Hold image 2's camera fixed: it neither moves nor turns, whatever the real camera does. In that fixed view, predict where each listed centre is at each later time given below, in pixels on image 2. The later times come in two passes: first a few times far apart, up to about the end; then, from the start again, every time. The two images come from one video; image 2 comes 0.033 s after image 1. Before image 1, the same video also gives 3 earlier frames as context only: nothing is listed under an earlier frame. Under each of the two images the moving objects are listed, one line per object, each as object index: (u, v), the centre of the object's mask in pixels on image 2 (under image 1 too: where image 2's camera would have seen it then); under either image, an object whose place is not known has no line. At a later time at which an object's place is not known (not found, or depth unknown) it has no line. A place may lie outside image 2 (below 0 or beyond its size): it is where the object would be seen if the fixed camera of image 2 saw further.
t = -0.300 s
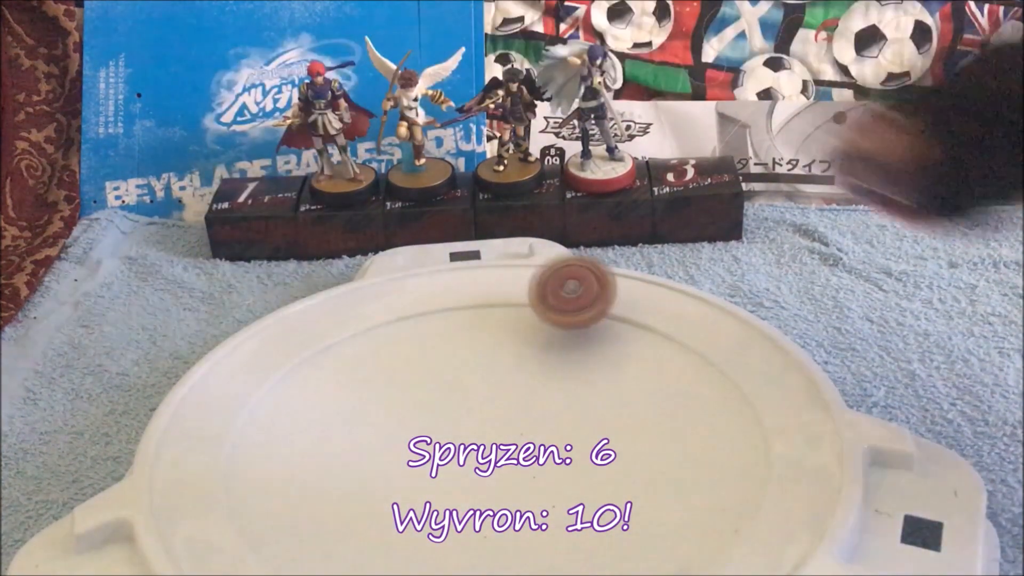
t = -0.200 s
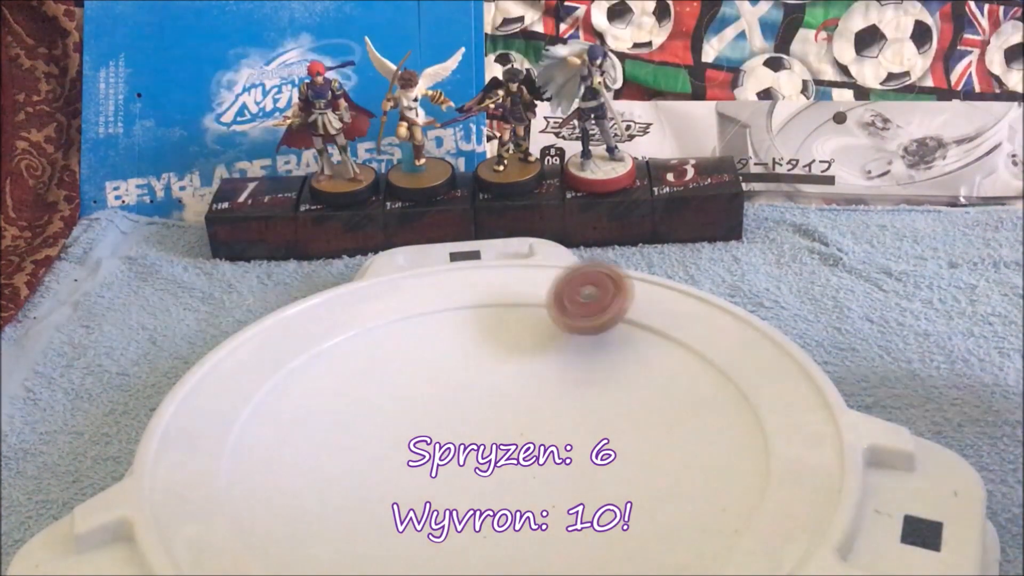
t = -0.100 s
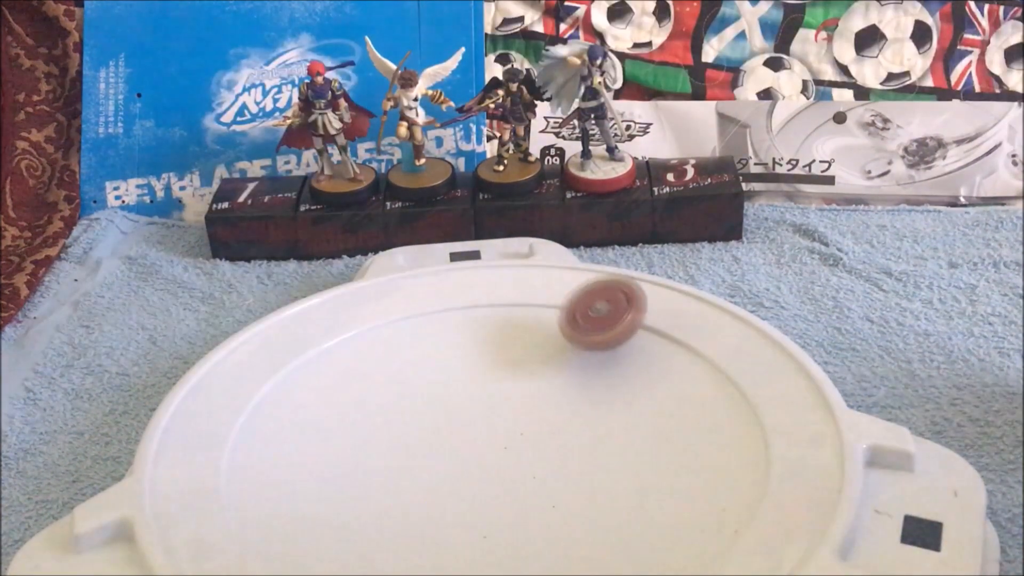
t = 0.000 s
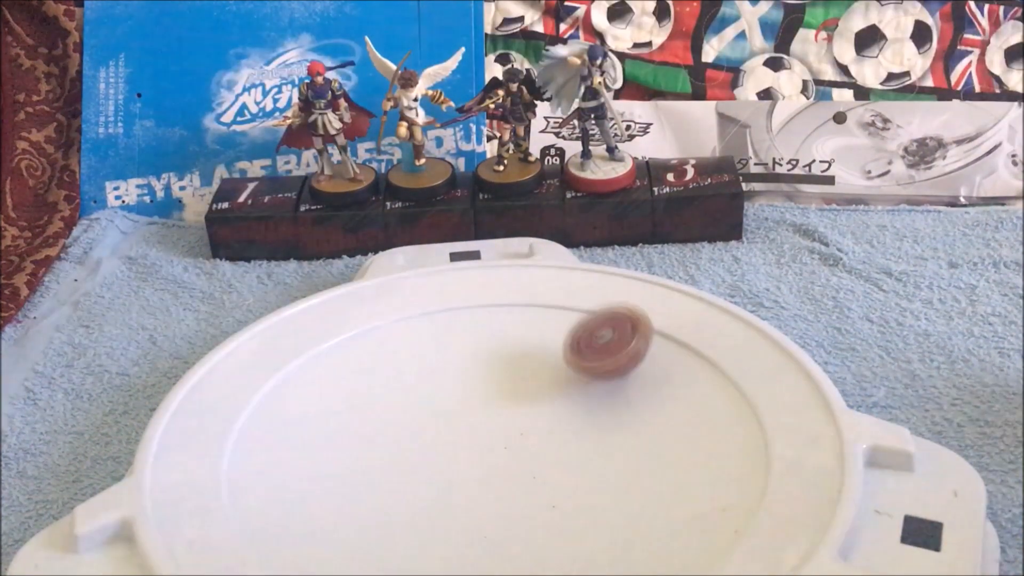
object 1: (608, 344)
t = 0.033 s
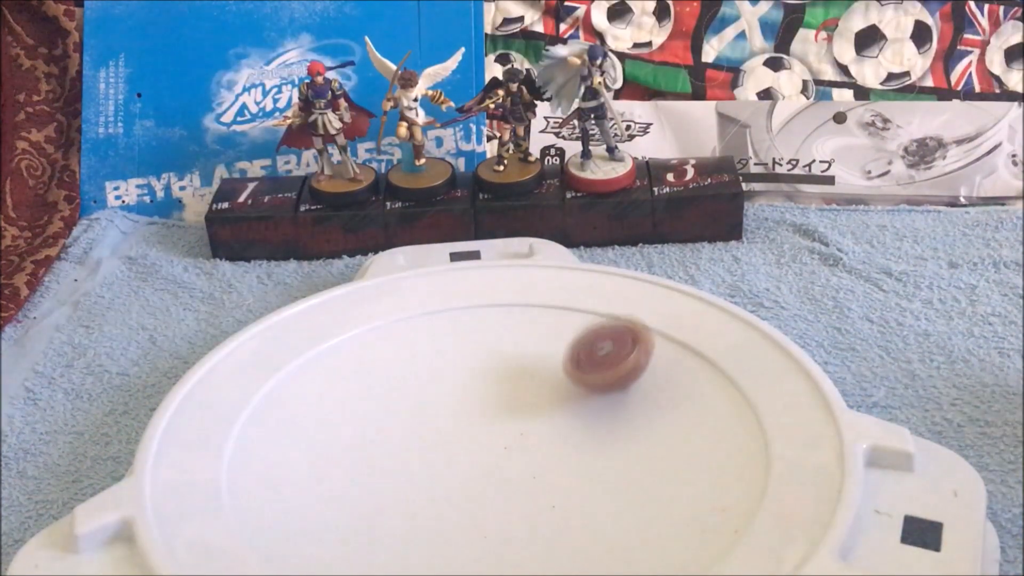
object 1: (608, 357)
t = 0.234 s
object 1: (599, 447)
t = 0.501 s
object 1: (558, 518)
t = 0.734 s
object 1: (485, 504)
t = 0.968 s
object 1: (374, 432)
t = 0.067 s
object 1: (608, 372)
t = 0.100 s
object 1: (607, 388)
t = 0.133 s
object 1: (608, 401)
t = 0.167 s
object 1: (605, 416)
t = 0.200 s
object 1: (602, 432)
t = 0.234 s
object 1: (599, 447)
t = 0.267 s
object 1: (596, 460)
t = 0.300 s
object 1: (592, 472)
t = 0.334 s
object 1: (587, 485)
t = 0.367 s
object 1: (580, 495)
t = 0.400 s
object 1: (575, 503)
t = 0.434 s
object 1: (570, 511)
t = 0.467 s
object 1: (564, 515)
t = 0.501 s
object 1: (558, 518)
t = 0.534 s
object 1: (551, 520)
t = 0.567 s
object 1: (544, 520)
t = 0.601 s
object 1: (537, 520)
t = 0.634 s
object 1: (527, 518)
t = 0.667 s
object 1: (515, 516)
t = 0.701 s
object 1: (501, 511)
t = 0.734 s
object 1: (485, 504)
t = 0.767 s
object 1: (468, 496)
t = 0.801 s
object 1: (450, 488)
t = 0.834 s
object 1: (433, 478)
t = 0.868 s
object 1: (418, 467)
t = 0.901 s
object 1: (402, 456)
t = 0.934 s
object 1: (387, 444)
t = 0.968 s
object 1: (374, 432)
